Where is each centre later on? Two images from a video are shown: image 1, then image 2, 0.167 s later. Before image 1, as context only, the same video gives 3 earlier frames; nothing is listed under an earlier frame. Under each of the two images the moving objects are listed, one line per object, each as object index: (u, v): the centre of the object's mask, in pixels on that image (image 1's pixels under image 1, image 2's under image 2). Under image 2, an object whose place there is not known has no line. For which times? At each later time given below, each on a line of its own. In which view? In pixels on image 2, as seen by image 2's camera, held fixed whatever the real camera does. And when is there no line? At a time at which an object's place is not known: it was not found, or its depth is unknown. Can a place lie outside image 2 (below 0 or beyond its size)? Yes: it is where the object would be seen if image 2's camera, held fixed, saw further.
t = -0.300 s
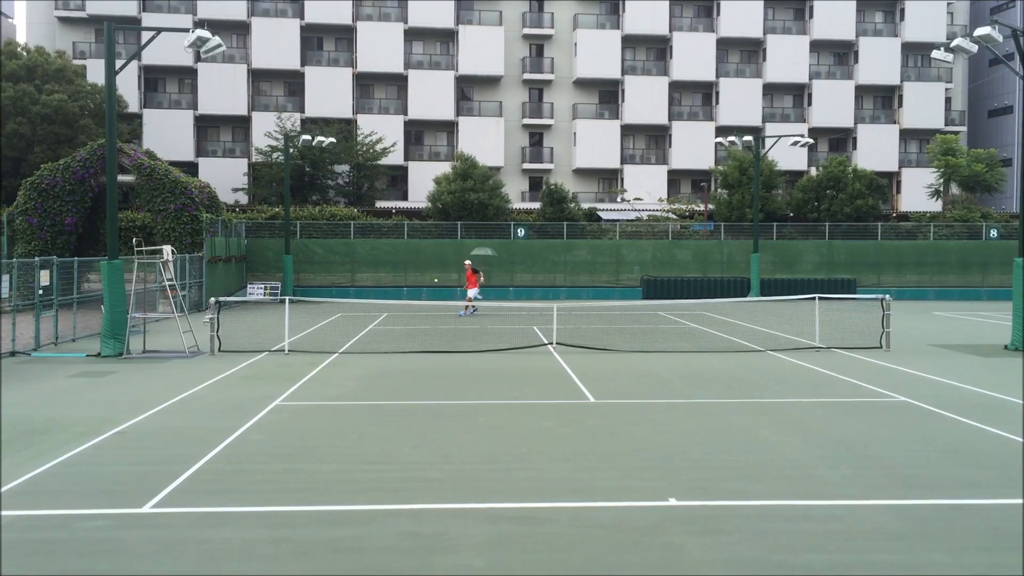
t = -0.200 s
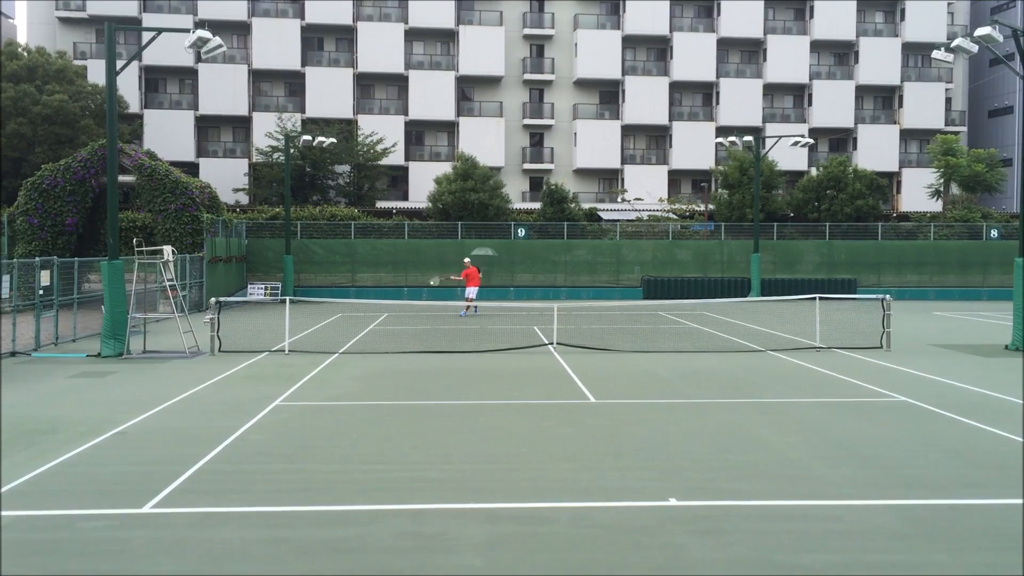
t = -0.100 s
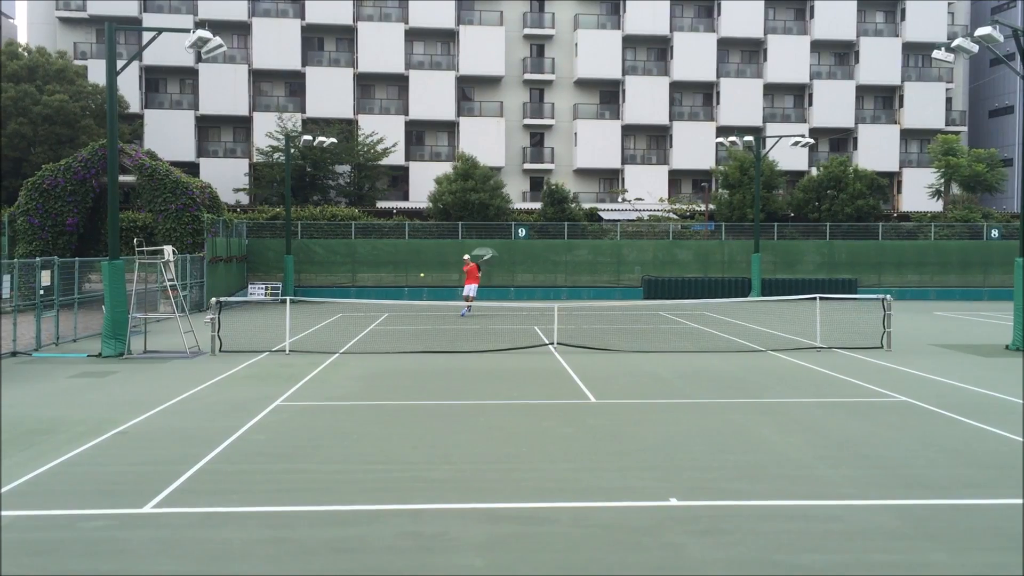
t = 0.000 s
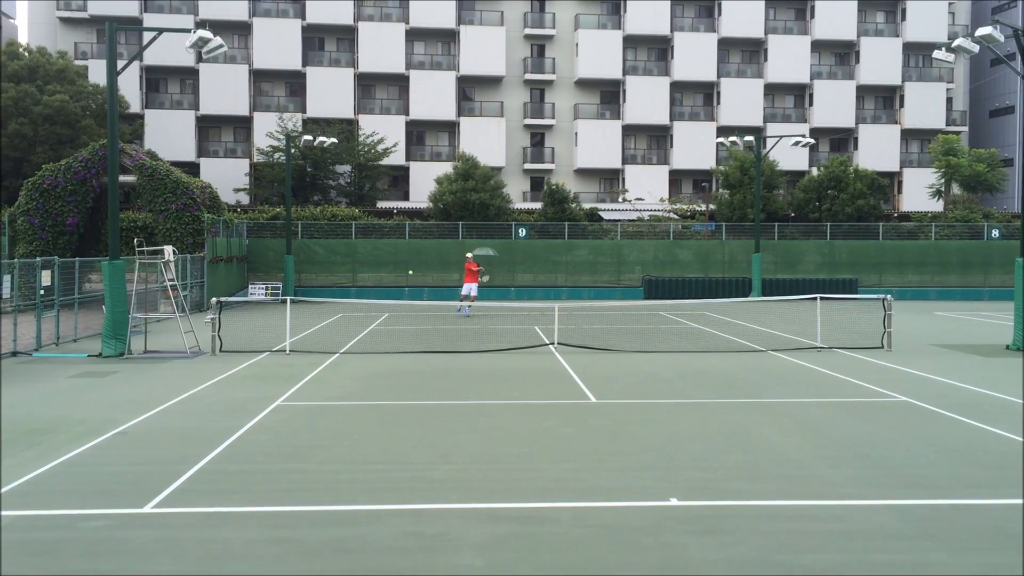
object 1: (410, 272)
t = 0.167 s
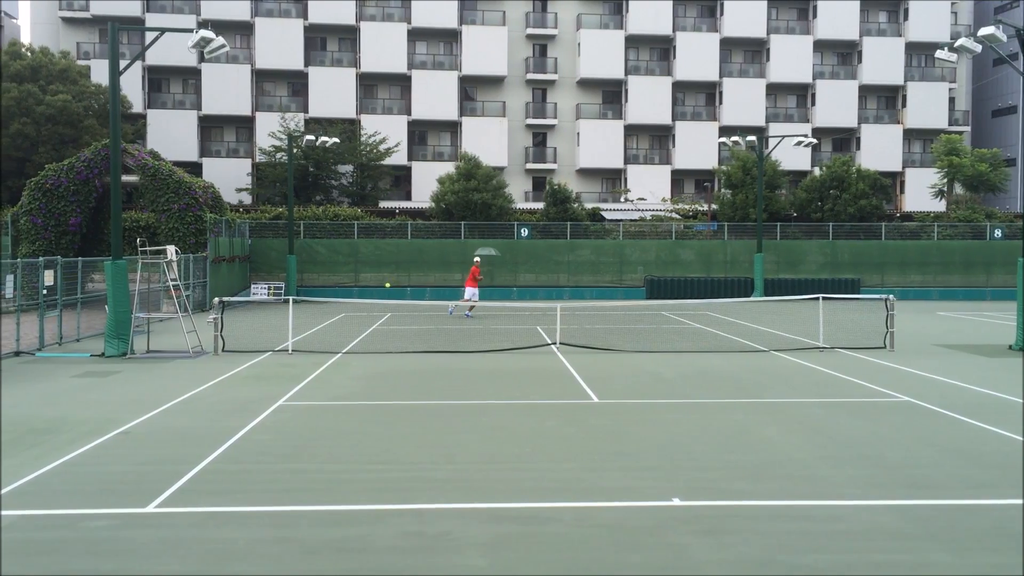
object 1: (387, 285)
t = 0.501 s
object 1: (285, 449)
